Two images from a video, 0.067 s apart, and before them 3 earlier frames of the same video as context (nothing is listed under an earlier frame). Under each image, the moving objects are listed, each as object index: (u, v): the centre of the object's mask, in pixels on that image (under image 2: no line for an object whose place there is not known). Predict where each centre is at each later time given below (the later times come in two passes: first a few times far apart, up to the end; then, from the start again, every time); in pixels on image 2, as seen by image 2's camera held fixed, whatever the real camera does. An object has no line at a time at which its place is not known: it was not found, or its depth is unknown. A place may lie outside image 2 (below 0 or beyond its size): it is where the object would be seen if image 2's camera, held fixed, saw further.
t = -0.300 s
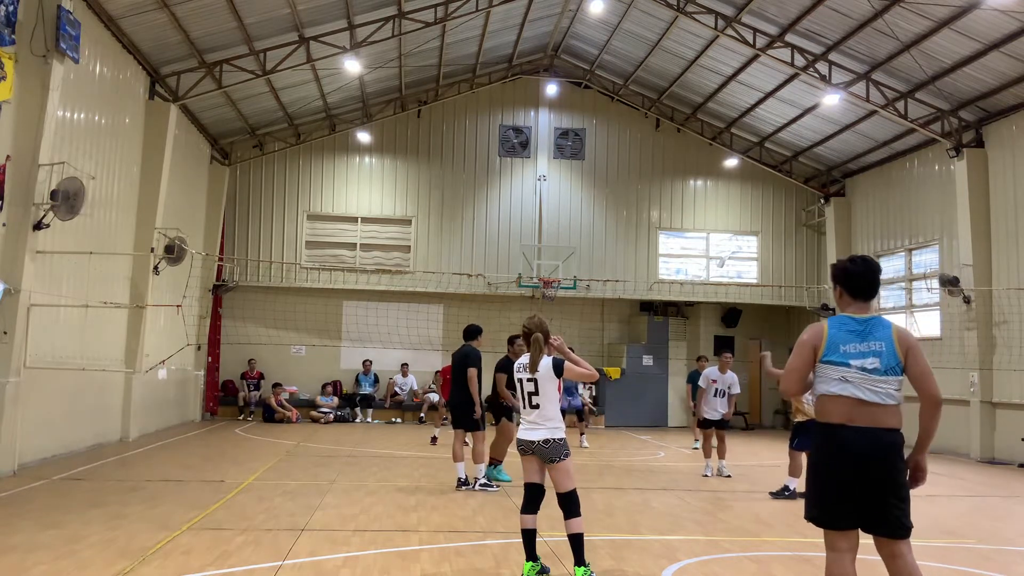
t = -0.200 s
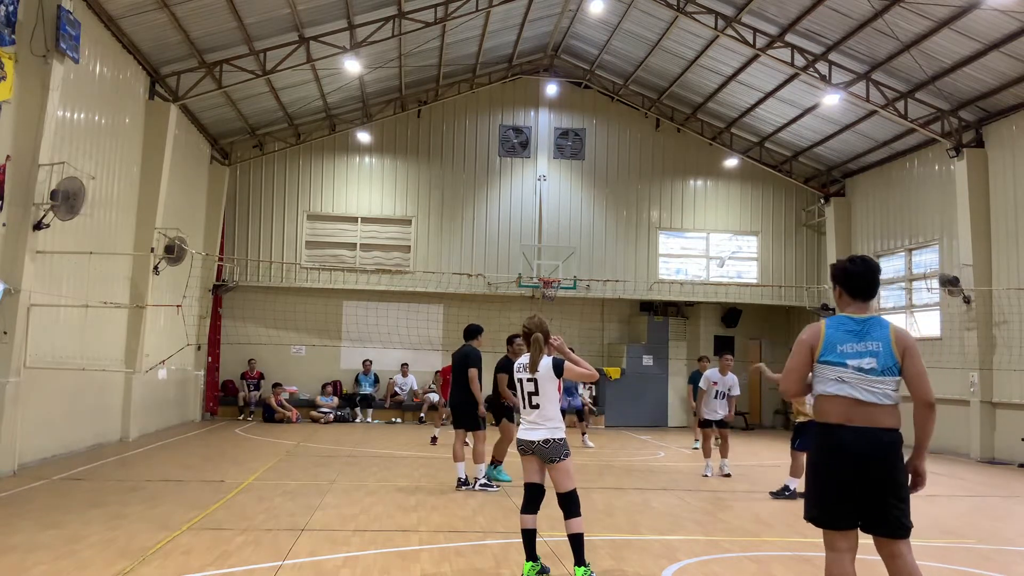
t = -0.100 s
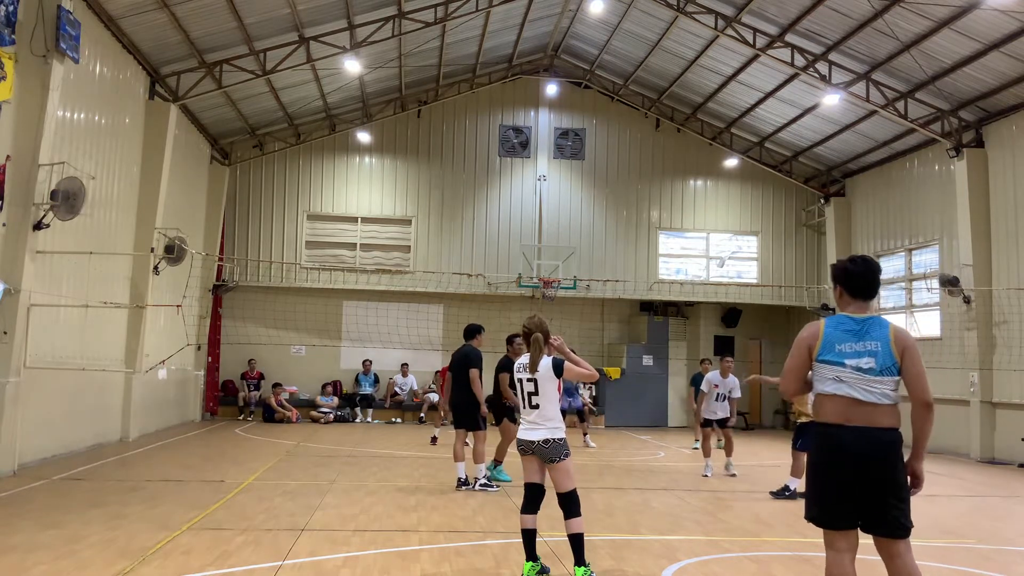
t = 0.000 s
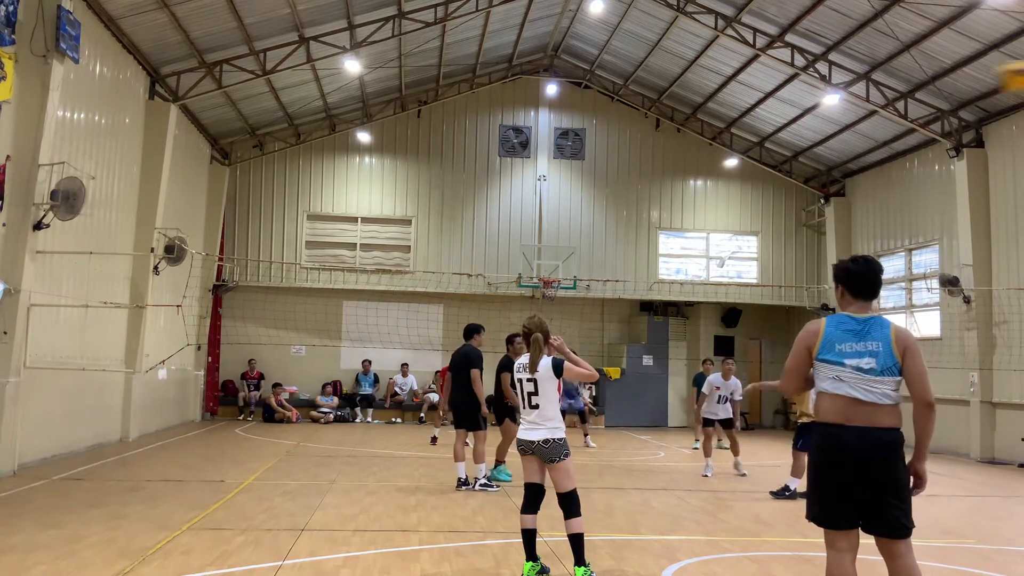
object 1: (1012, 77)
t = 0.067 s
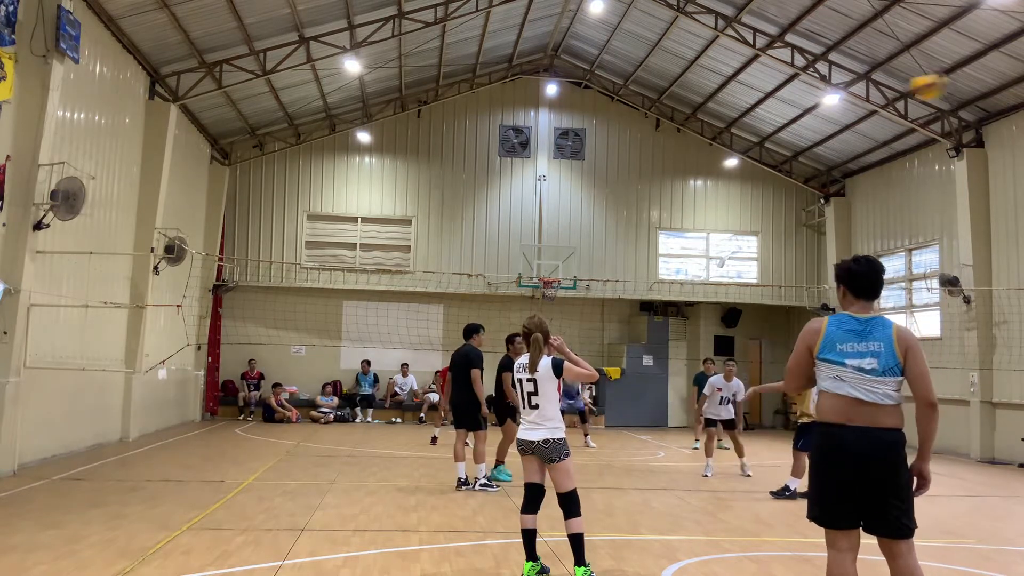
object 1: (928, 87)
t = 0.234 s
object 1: (771, 130)
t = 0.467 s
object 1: (638, 200)
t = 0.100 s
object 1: (890, 94)
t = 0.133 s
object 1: (857, 101)
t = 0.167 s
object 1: (824, 110)
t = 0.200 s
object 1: (798, 121)
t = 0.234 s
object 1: (771, 130)
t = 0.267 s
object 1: (746, 139)
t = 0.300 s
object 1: (725, 145)
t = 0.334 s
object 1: (706, 156)
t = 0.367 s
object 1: (688, 165)
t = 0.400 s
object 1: (670, 178)
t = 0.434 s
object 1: (654, 188)
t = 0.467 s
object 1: (638, 200)
